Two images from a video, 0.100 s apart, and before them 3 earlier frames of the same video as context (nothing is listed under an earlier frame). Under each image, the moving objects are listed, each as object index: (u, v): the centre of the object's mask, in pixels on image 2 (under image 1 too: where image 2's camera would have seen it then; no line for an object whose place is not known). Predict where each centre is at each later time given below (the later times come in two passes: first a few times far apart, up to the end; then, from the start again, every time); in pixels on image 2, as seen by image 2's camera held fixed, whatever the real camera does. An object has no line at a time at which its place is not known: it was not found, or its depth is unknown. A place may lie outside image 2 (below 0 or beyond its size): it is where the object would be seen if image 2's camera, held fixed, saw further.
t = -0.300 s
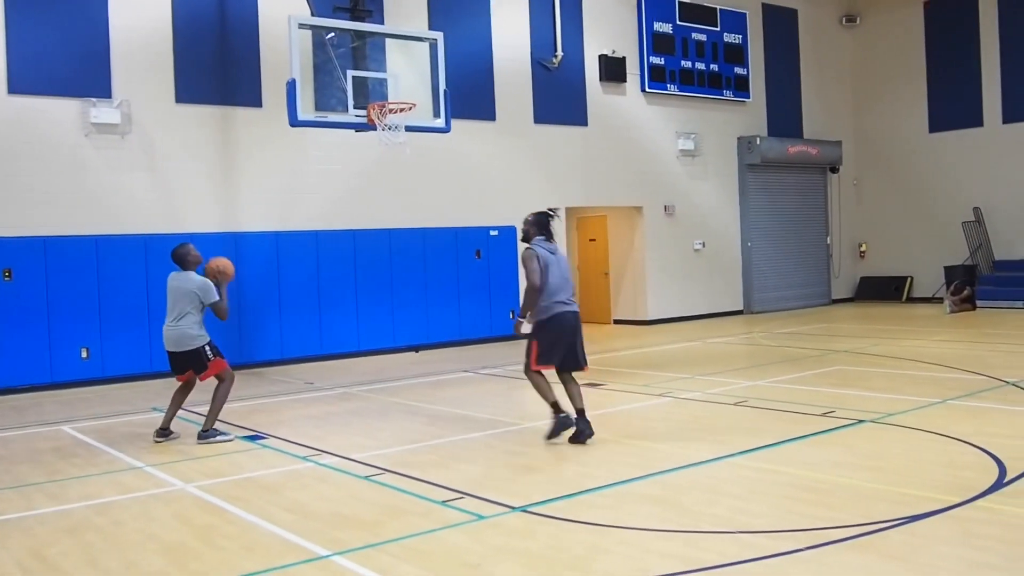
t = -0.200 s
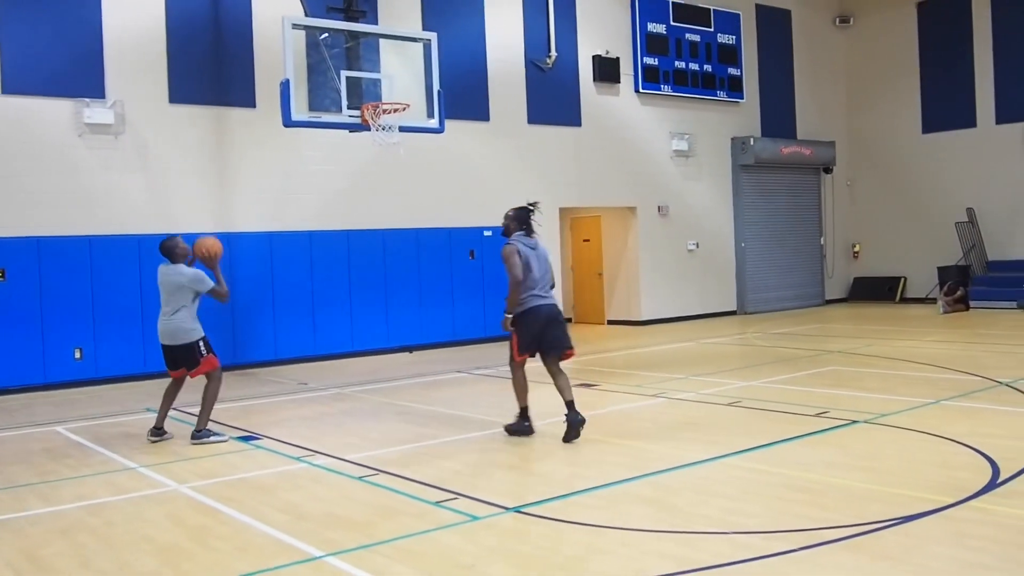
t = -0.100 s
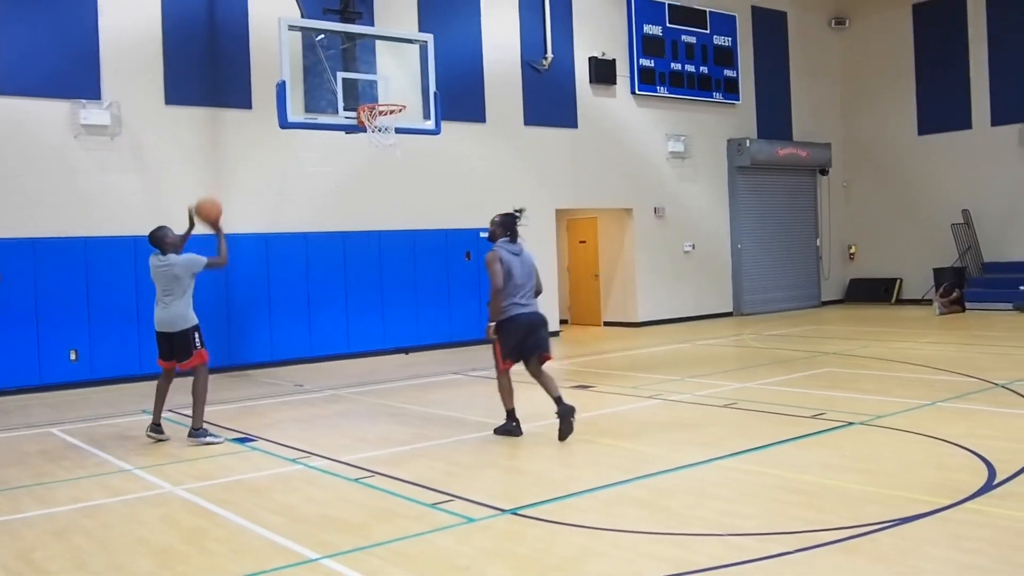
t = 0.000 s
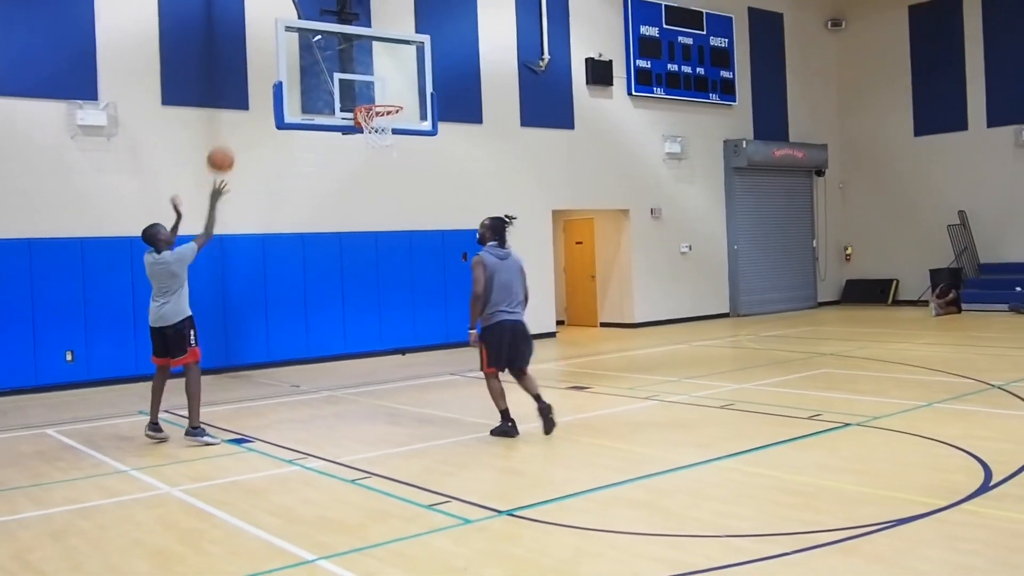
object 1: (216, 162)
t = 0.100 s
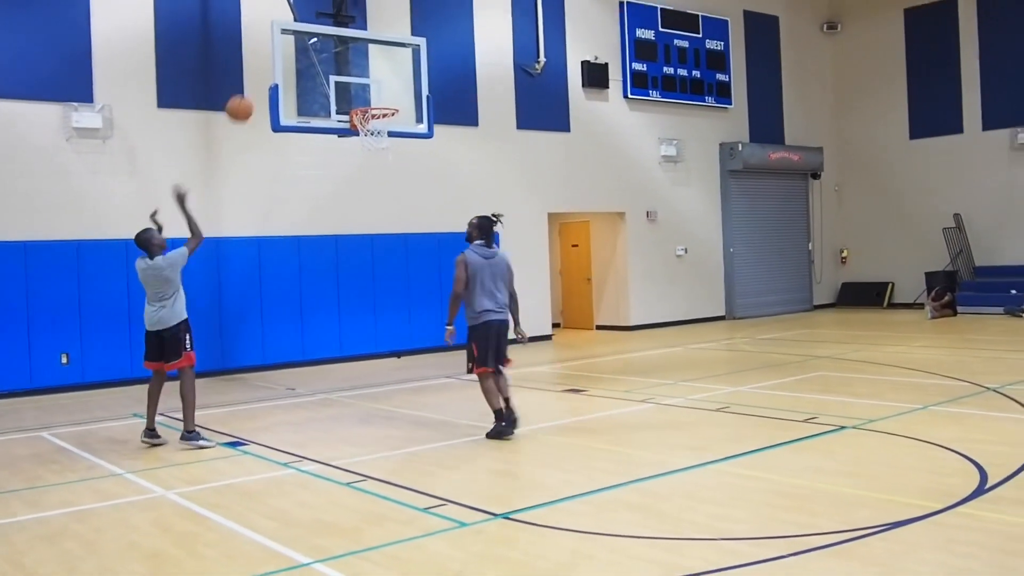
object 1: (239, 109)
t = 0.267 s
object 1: (277, 50)
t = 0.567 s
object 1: (342, 19)
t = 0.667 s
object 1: (362, 30)
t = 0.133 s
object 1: (246, 95)
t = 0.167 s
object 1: (254, 81)
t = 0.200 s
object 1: (262, 69)
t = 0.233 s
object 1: (270, 59)
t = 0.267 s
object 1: (277, 50)
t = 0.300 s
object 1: (285, 42)
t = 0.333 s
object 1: (292, 35)
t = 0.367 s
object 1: (299, 30)
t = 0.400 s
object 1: (306, 25)
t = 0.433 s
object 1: (314, 21)
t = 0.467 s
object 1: (321, 19)
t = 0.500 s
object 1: (328, 18)
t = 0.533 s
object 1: (335, 19)
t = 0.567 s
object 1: (342, 19)
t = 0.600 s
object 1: (348, 22)
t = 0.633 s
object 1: (355, 25)
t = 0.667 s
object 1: (362, 30)
